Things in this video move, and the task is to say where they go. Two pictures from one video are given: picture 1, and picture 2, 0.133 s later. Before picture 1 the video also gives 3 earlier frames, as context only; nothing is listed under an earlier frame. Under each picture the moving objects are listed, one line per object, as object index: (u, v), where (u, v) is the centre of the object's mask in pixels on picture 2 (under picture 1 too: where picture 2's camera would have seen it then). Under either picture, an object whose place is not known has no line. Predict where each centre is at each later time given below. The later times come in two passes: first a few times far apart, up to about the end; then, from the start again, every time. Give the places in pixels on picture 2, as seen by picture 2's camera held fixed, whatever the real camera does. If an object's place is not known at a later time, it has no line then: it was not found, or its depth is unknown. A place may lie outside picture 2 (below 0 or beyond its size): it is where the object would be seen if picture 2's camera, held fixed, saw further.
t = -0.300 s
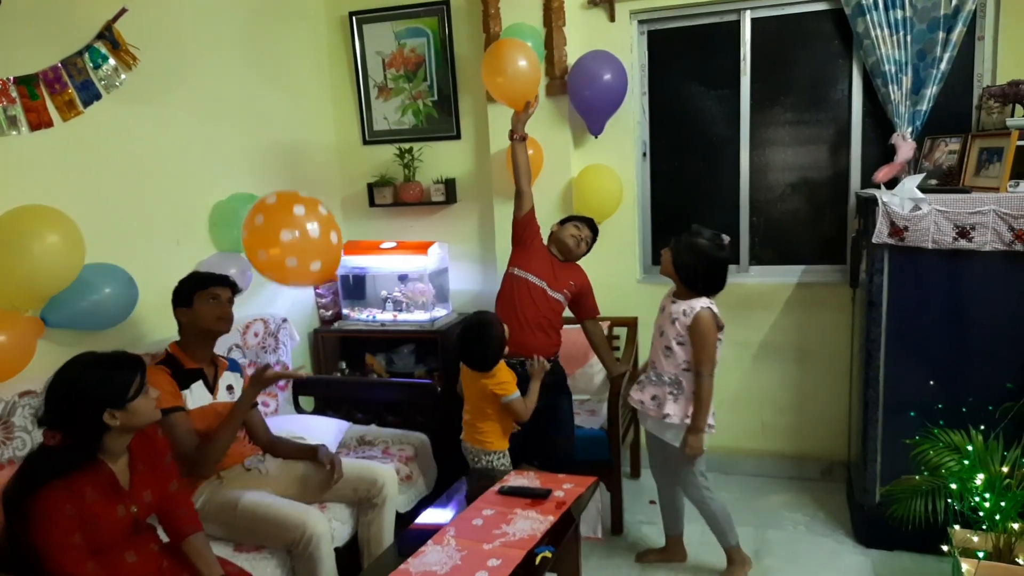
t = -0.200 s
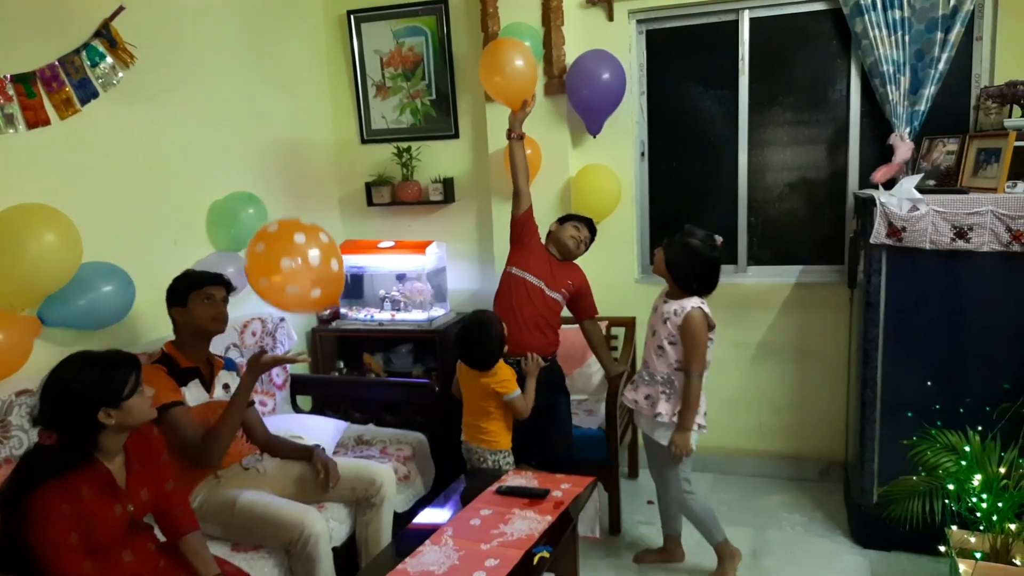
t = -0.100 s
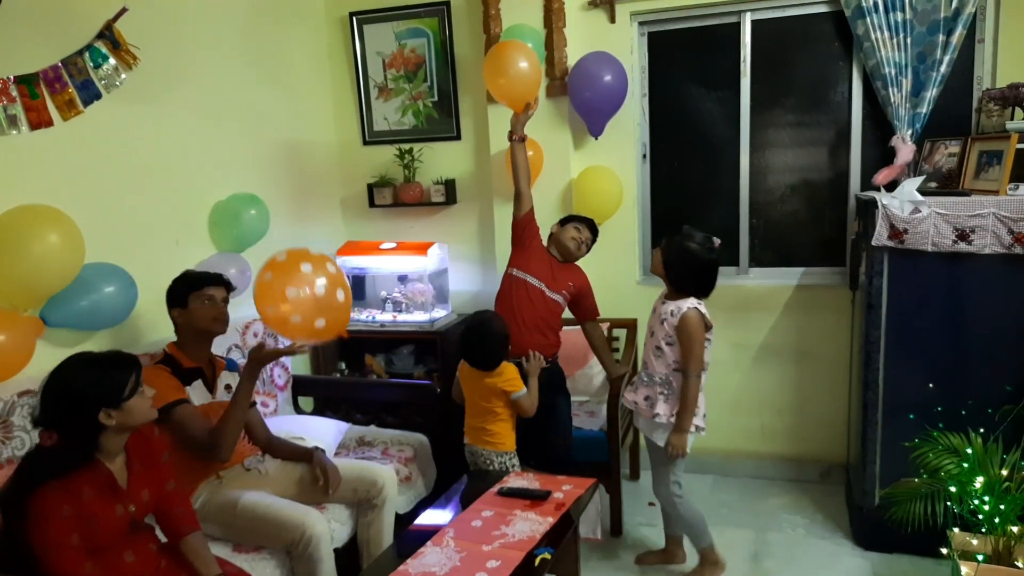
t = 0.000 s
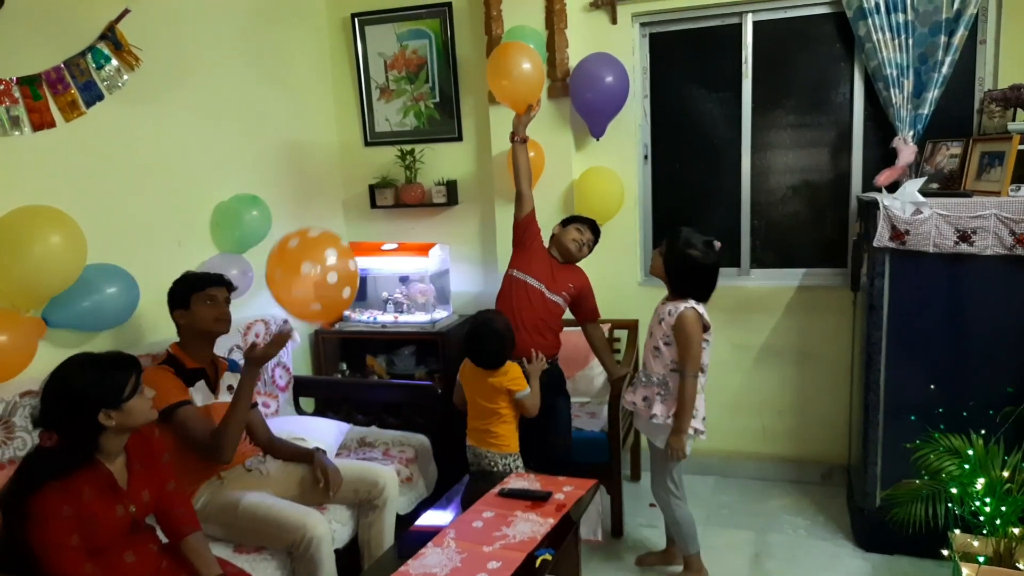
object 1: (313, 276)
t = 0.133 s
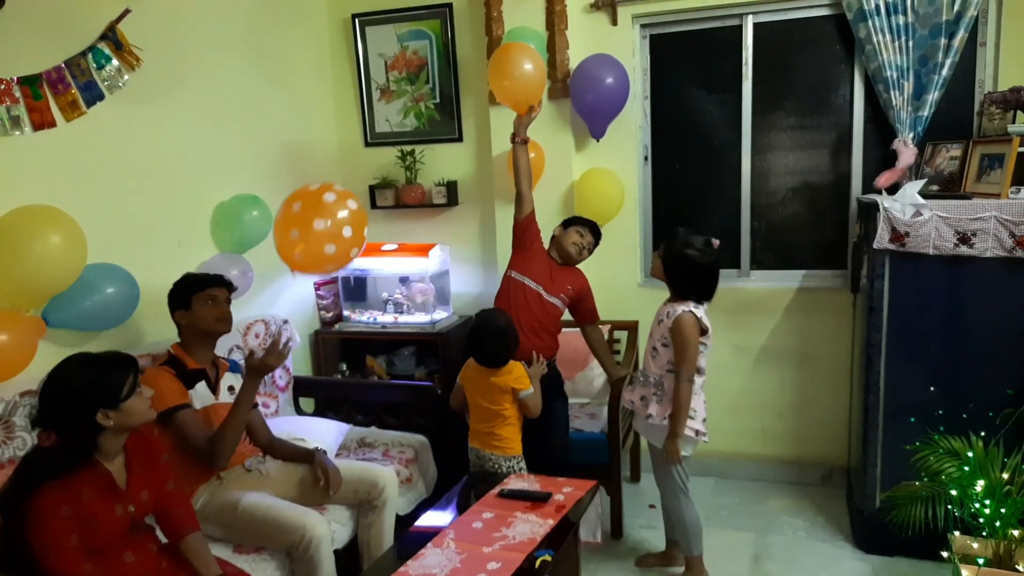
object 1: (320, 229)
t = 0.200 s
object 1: (324, 209)
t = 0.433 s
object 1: (336, 157)
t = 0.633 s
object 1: (348, 129)
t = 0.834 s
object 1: (360, 115)
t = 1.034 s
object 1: (371, 116)
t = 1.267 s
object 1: (384, 134)
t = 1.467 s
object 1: (394, 162)
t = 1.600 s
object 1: (401, 186)
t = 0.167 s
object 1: (322, 219)
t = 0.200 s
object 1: (324, 209)
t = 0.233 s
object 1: (325, 200)
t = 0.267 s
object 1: (327, 192)
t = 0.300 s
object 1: (329, 184)
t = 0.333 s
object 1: (331, 177)
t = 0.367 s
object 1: (333, 170)
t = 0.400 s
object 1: (334, 163)
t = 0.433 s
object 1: (336, 157)
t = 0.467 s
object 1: (338, 151)
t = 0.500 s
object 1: (340, 146)
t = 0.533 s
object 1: (342, 141)
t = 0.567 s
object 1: (344, 137)
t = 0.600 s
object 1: (346, 133)
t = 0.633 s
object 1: (348, 129)
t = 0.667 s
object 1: (350, 126)
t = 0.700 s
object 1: (352, 123)
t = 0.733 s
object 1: (354, 120)
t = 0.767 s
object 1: (356, 118)
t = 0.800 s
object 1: (358, 117)
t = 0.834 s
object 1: (360, 115)
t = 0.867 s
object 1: (362, 114)
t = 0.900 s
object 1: (364, 114)
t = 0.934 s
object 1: (366, 114)
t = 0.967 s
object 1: (368, 114)
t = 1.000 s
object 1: (370, 115)
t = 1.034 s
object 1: (371, 116)
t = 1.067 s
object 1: (373, 118)
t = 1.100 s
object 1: (375, 120)
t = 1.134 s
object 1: (377, 122)
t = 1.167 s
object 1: (378, 124)
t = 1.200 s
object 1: (380, 127)
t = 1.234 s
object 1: (382, 131)
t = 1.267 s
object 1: (384, 134)
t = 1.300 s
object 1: (385, 138)
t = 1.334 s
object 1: (387, 142)
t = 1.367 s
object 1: (389, 146)
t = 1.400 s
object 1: (390, 152)
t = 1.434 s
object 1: (392, 157)
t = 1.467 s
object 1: (394, 162)
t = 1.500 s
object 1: (395, 168)
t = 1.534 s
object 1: (397, 173)
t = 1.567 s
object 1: (399, 179)
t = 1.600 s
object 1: (401, 186)
